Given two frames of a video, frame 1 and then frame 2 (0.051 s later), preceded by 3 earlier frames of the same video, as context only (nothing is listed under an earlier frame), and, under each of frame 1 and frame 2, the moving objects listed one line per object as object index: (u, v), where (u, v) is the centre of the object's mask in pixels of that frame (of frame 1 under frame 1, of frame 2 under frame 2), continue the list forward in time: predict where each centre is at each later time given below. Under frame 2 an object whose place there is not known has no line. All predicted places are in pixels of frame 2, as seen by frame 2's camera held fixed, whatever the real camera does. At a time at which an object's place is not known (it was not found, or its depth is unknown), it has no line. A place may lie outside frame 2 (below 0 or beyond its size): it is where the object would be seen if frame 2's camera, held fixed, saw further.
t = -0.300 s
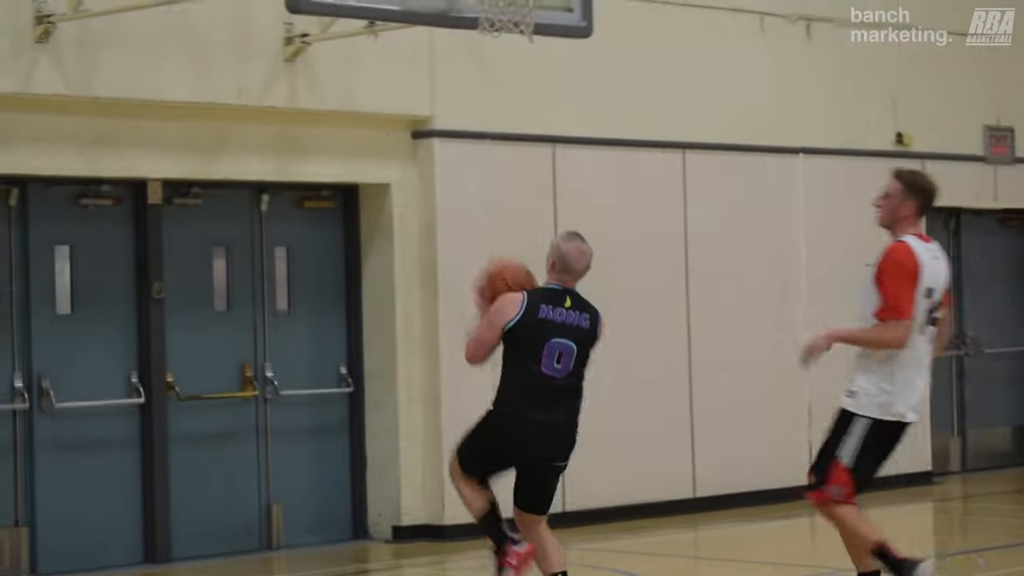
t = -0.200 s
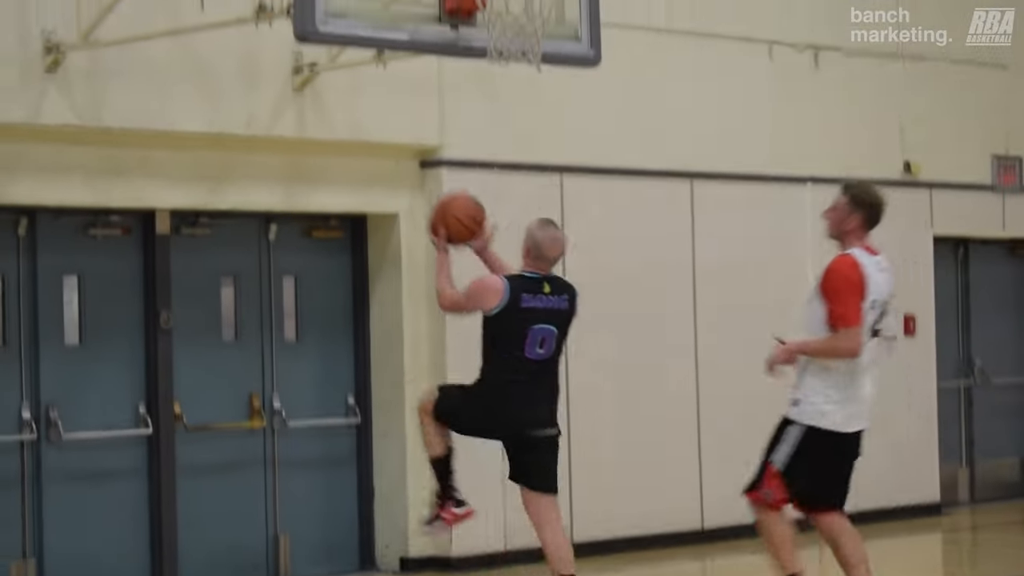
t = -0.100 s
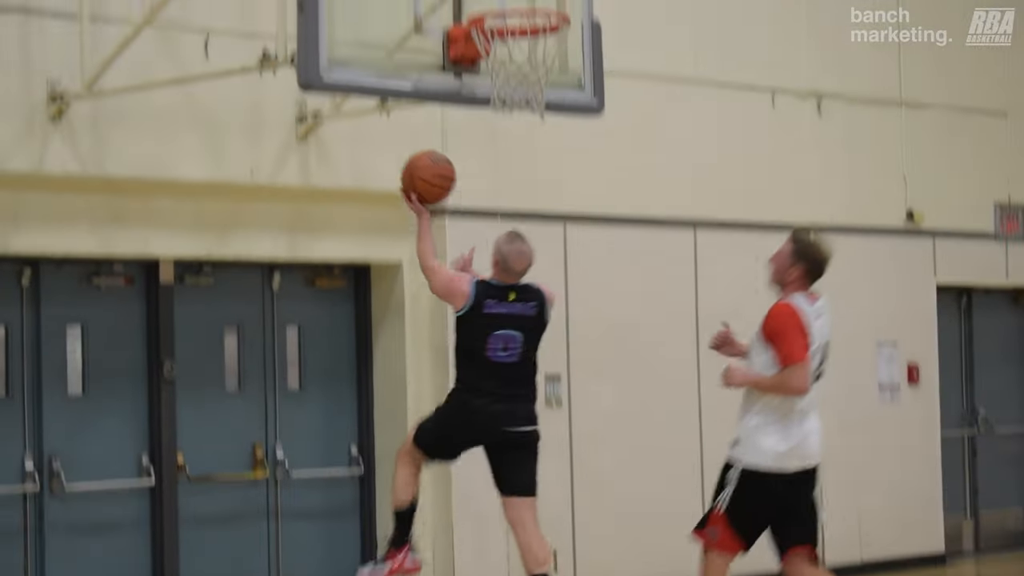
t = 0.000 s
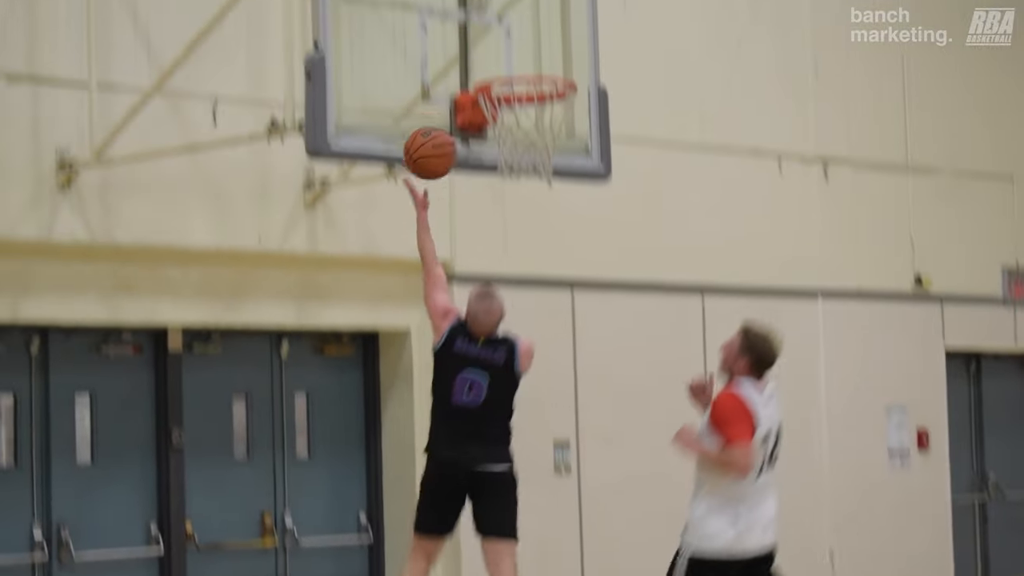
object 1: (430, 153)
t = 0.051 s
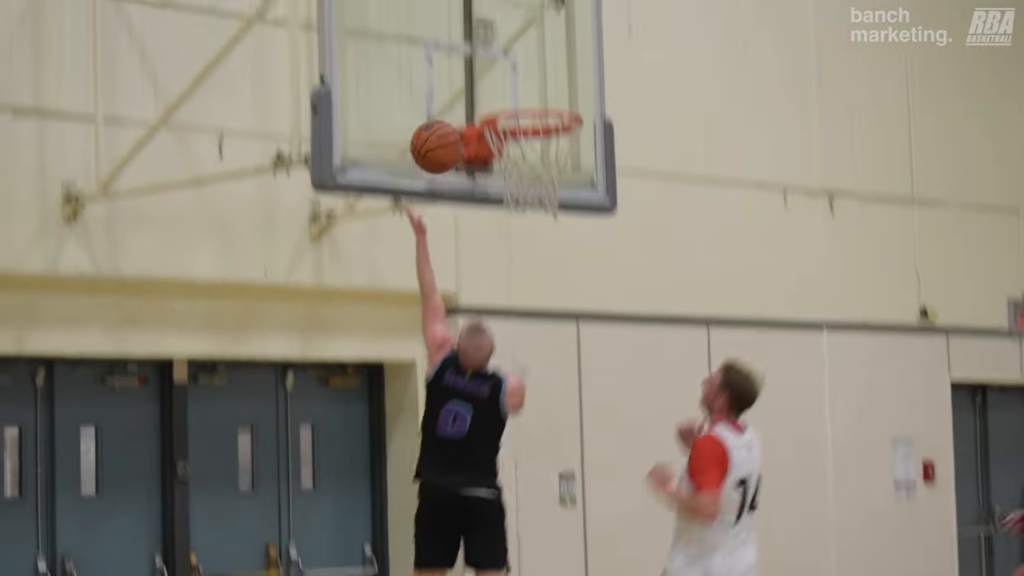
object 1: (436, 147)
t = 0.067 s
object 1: (436, 134)
